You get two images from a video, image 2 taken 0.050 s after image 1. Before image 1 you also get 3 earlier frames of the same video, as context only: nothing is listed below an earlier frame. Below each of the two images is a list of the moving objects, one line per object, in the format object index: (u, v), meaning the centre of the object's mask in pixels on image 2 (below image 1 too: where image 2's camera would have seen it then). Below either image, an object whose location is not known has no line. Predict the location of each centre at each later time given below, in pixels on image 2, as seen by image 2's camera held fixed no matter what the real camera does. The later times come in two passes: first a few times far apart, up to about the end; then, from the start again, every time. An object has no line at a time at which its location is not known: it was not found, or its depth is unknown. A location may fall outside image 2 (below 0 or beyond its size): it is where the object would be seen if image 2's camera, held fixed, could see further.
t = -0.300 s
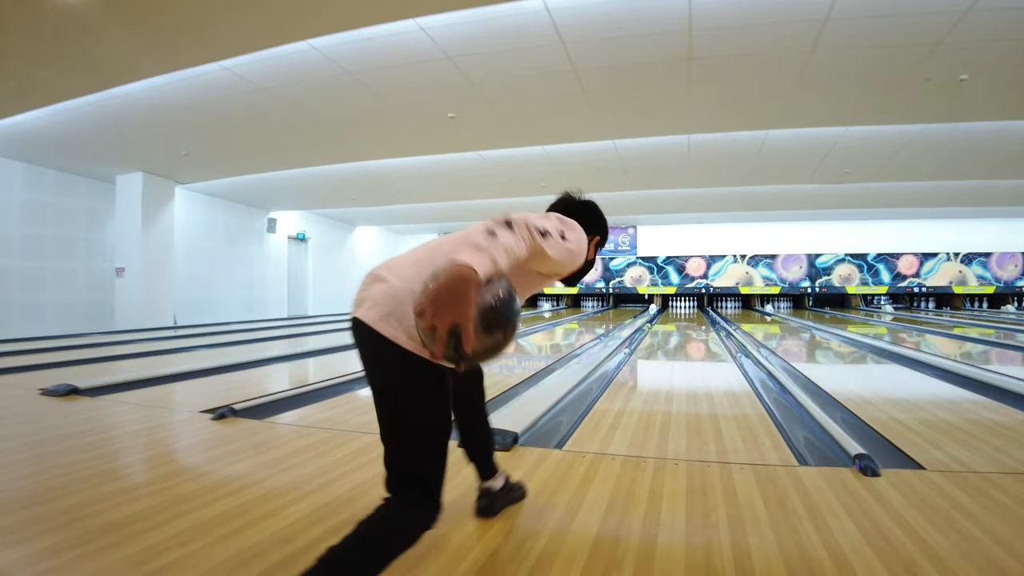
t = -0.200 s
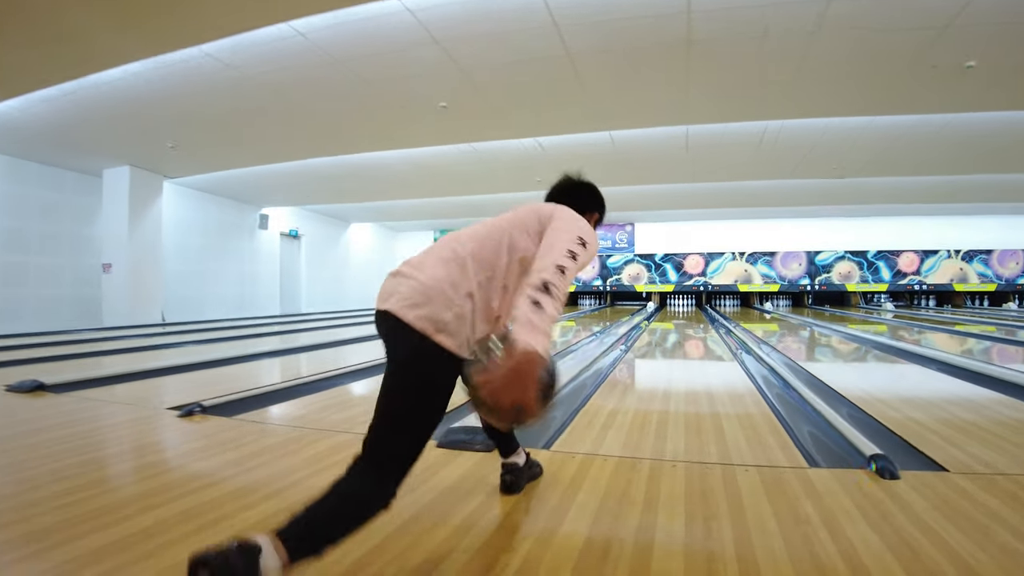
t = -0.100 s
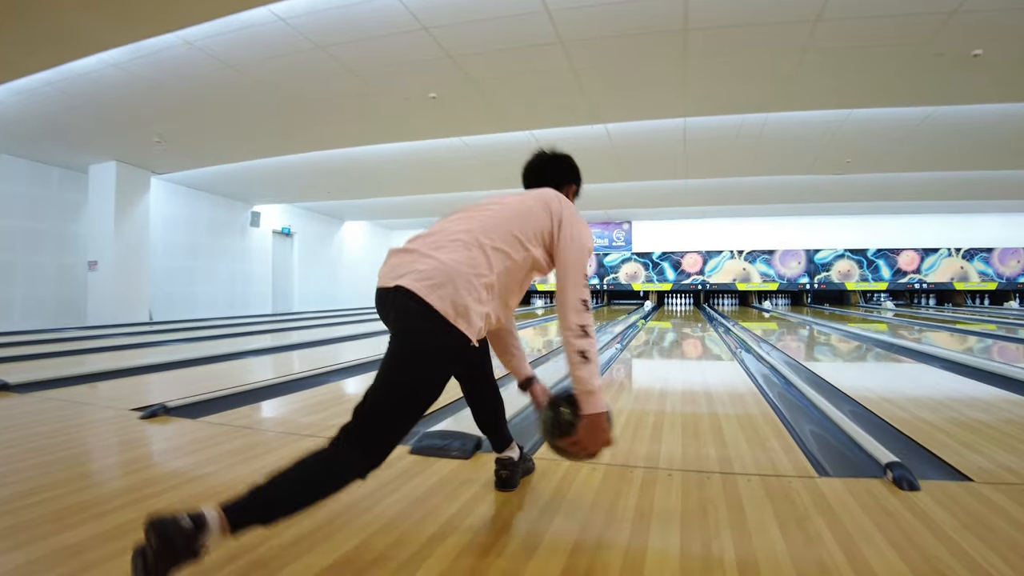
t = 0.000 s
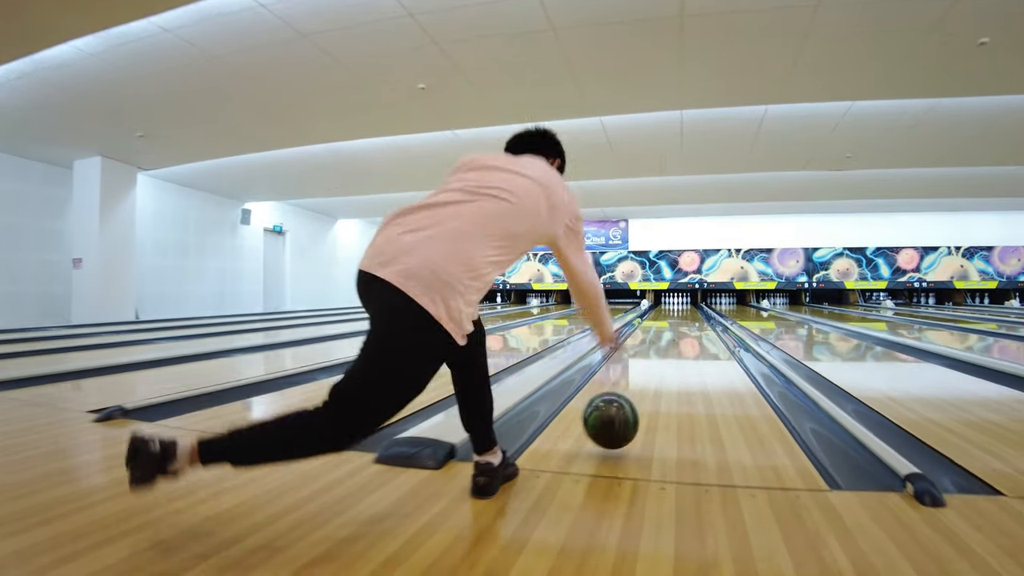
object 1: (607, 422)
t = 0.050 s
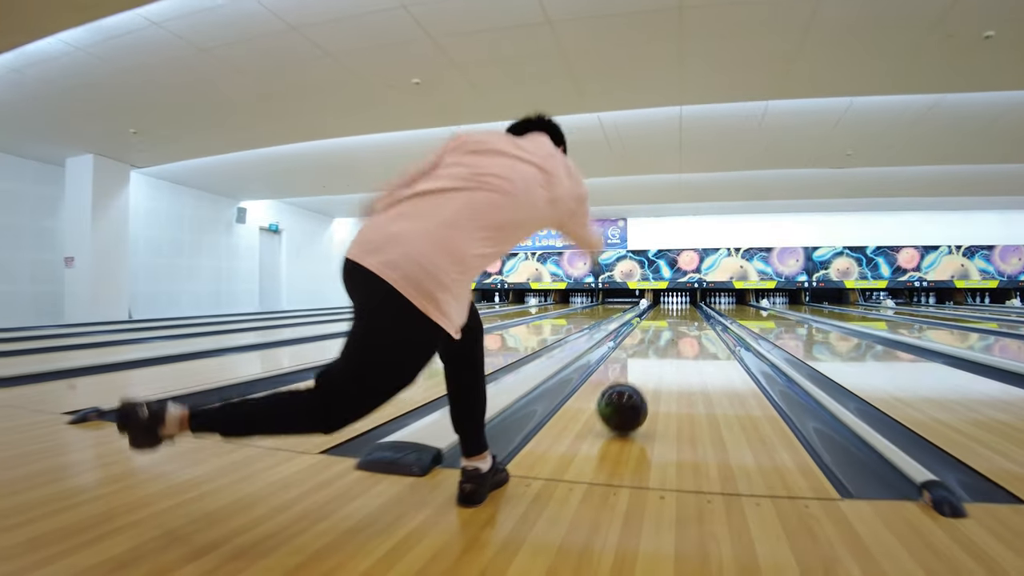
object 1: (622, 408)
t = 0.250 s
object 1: (653, 363)
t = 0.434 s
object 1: (666, 341)
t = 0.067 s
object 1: (626, 402)
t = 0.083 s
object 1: (630, 397)
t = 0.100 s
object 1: (633, 393)
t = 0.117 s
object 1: (636, 389)
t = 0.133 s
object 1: (639, 385)
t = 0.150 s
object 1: (642, 381)
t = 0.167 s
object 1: (644, 377)
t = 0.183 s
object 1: (646, 374)
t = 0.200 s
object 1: (648, 371)
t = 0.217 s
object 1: (650, 368)
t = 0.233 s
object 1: (652, 365)
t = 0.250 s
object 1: (653, 363)
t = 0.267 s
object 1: (655, 360)
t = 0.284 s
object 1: (656, 358)
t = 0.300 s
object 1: (657, 356)
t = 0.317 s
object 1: (659, 353)
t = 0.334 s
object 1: (660, 351)
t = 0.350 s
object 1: (661, 350)
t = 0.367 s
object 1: (662, 348)
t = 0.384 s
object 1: (663, 346)
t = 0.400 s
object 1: (664, 345)
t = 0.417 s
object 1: (665, 343)
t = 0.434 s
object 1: (666, 341)
